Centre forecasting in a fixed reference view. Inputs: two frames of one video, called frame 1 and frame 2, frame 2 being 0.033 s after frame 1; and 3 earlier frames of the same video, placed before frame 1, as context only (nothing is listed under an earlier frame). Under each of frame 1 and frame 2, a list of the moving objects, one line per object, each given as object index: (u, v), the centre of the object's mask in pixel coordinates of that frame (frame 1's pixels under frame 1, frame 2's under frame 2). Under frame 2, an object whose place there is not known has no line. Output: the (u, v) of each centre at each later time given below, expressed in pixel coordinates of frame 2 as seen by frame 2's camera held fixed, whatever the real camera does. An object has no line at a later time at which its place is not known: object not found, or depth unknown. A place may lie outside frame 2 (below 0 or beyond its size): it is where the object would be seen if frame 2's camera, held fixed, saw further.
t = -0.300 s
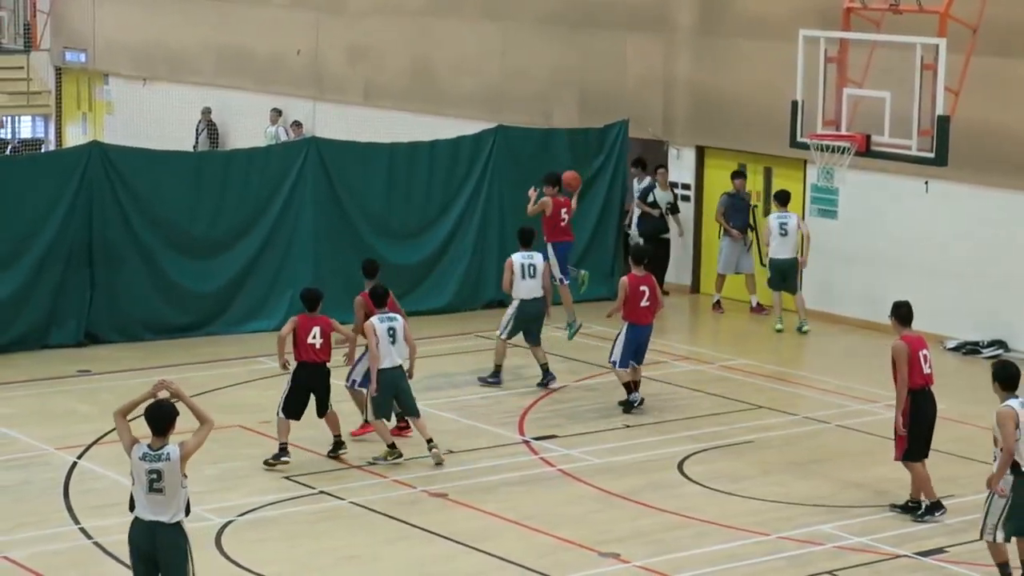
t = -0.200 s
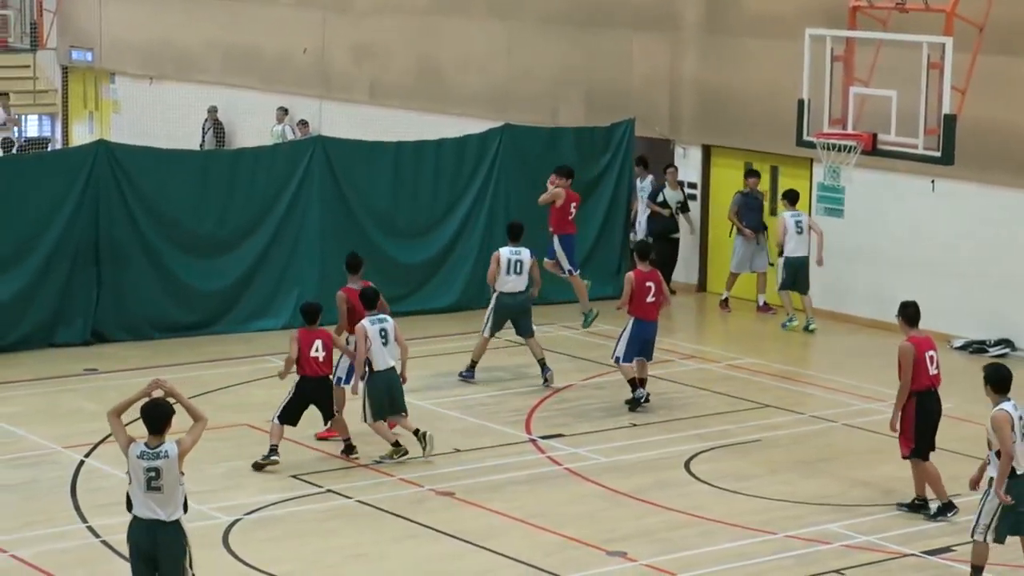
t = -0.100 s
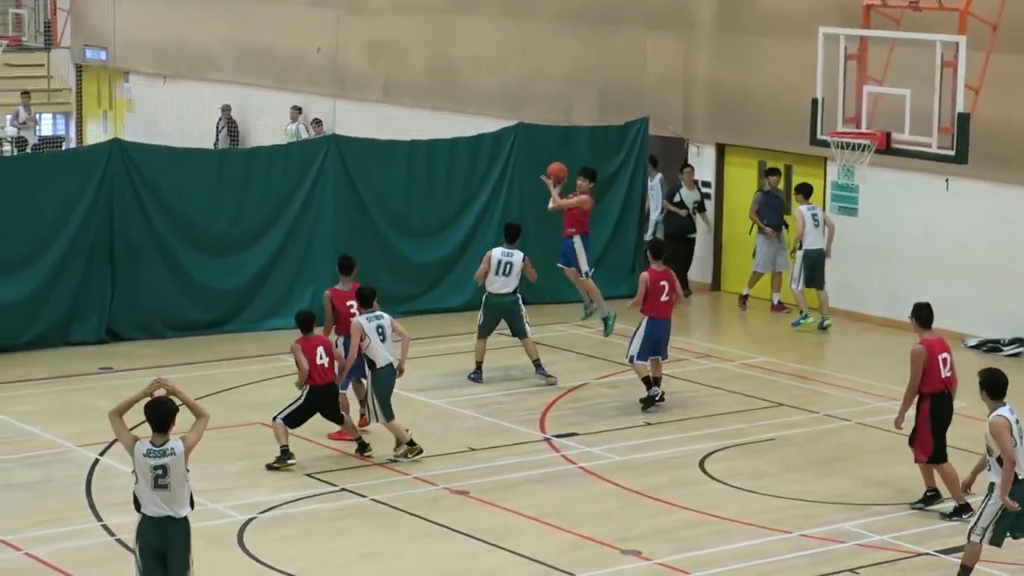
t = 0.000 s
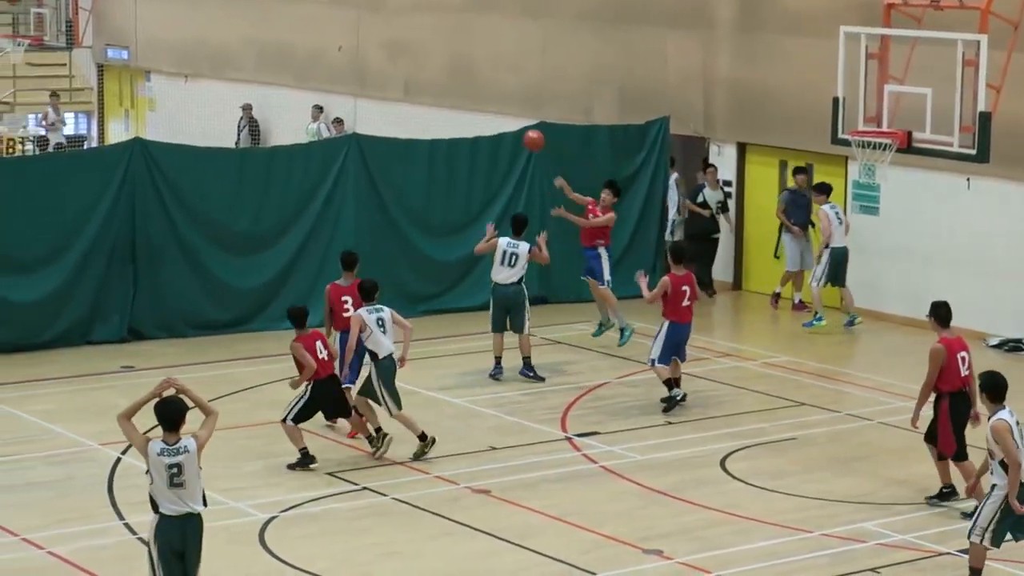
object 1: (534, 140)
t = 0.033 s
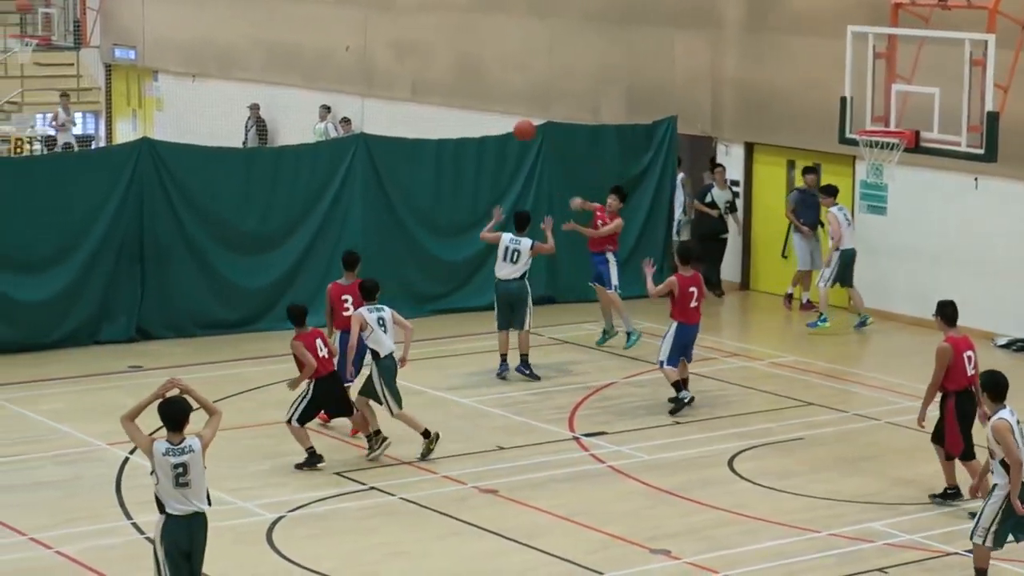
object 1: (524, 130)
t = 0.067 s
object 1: (507, 121)
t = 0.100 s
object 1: (489, 113)
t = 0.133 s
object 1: (472, 105)
